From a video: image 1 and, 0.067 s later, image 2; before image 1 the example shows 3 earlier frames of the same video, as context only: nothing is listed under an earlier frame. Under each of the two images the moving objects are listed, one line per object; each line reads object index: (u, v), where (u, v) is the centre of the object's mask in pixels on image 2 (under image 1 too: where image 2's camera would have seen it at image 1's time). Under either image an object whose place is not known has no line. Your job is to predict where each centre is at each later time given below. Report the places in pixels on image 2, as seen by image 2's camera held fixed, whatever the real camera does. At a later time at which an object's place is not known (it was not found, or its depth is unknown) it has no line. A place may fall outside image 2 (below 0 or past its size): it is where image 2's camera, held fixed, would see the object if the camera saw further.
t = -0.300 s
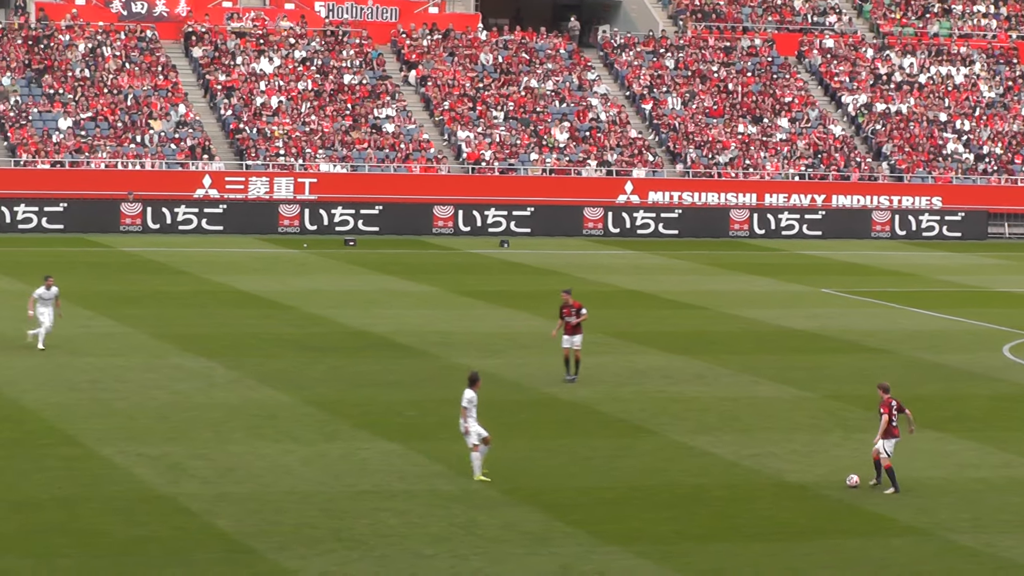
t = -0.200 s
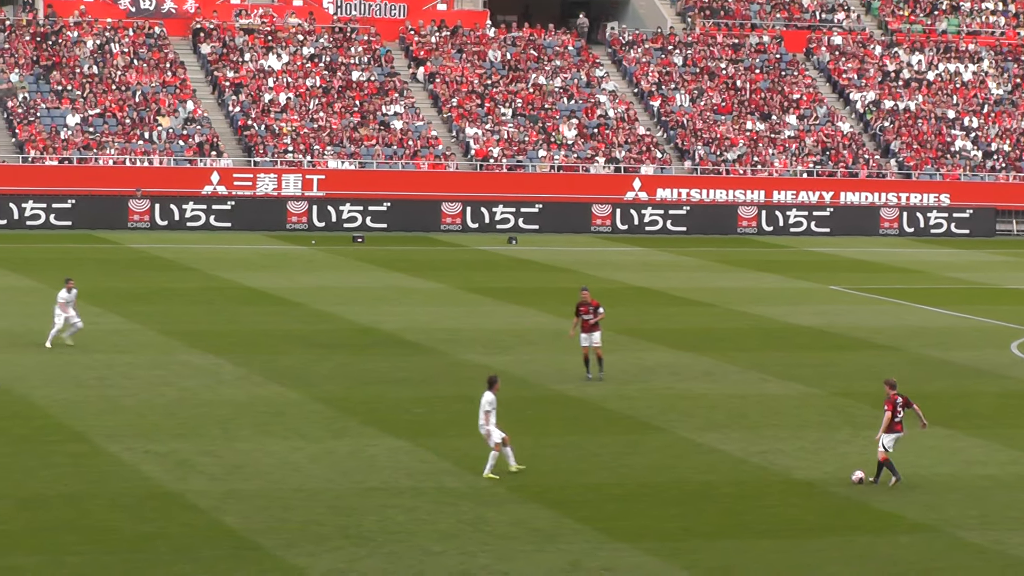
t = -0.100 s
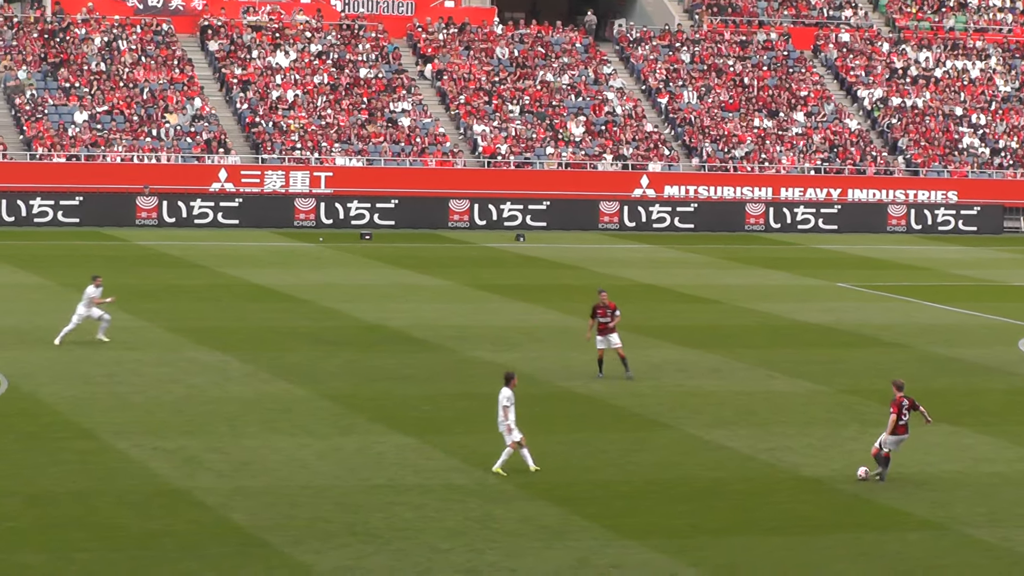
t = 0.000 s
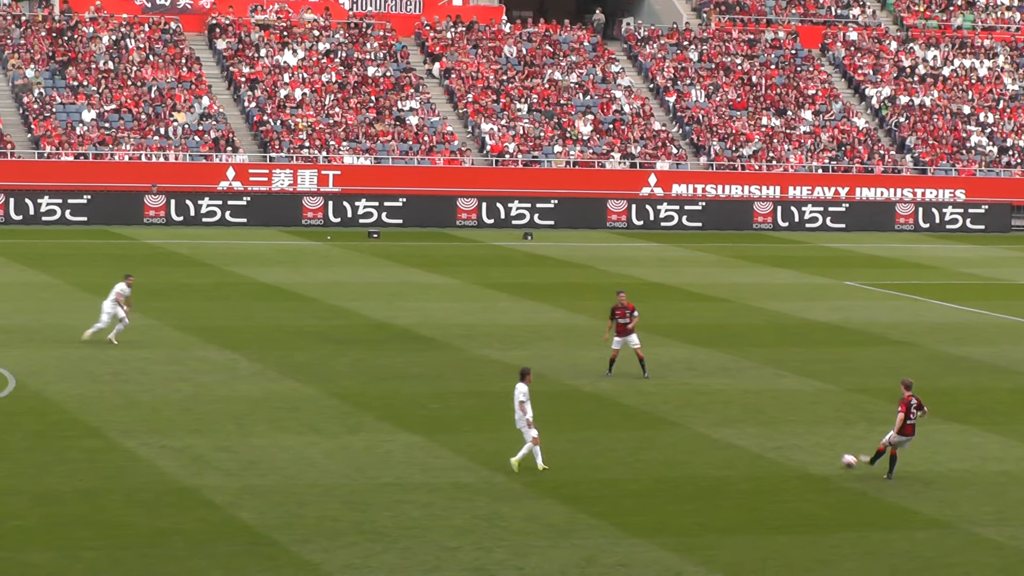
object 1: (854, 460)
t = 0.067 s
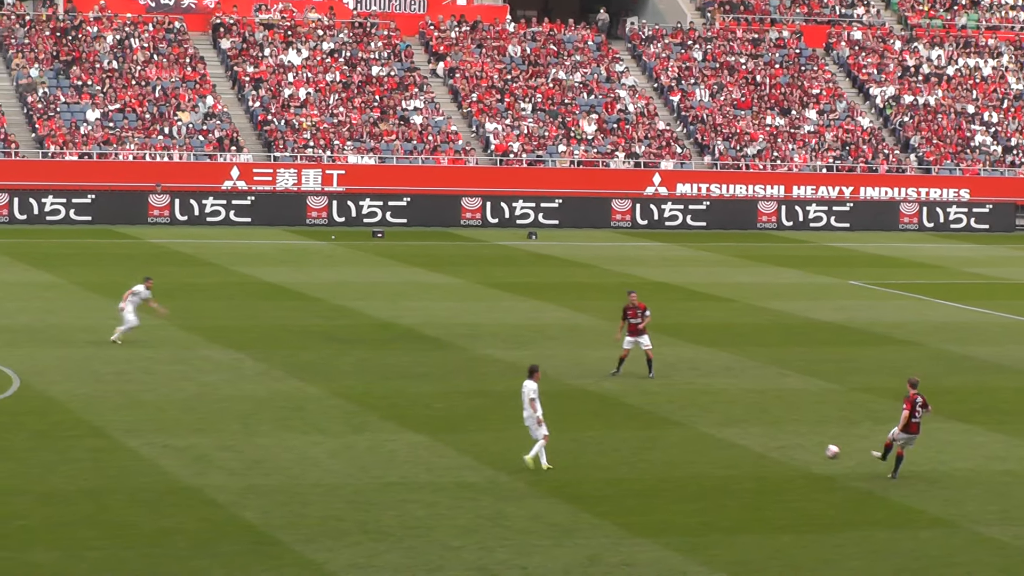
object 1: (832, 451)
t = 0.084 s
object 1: (827, 450)
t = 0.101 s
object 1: (822, 447)
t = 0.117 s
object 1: (816, 445)
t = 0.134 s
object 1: (811, 442)
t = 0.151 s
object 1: (807, 440)
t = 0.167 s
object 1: (803, 437)
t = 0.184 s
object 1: (798, 435)
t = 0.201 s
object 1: (794, 433)
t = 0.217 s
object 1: (789, 431)
